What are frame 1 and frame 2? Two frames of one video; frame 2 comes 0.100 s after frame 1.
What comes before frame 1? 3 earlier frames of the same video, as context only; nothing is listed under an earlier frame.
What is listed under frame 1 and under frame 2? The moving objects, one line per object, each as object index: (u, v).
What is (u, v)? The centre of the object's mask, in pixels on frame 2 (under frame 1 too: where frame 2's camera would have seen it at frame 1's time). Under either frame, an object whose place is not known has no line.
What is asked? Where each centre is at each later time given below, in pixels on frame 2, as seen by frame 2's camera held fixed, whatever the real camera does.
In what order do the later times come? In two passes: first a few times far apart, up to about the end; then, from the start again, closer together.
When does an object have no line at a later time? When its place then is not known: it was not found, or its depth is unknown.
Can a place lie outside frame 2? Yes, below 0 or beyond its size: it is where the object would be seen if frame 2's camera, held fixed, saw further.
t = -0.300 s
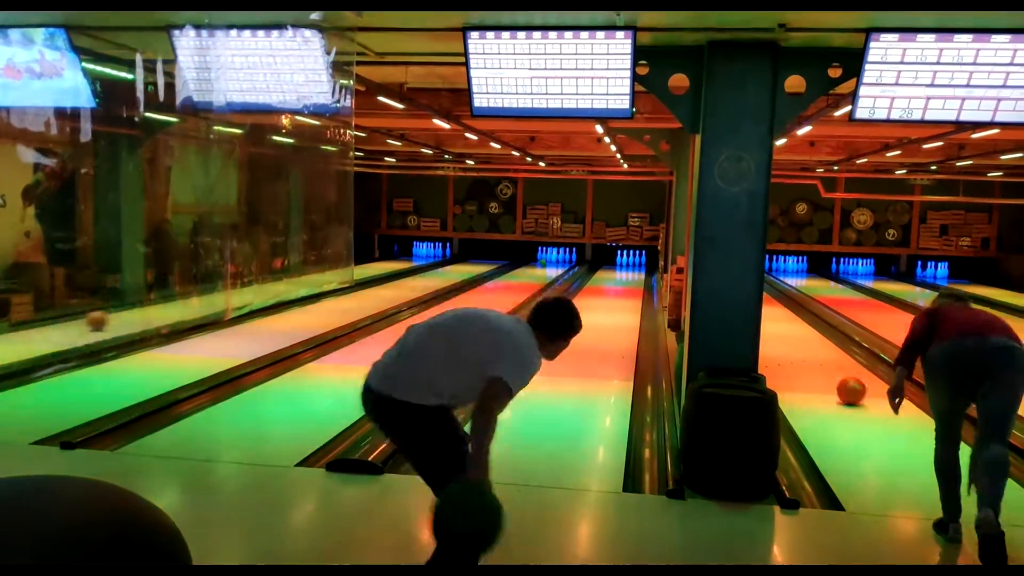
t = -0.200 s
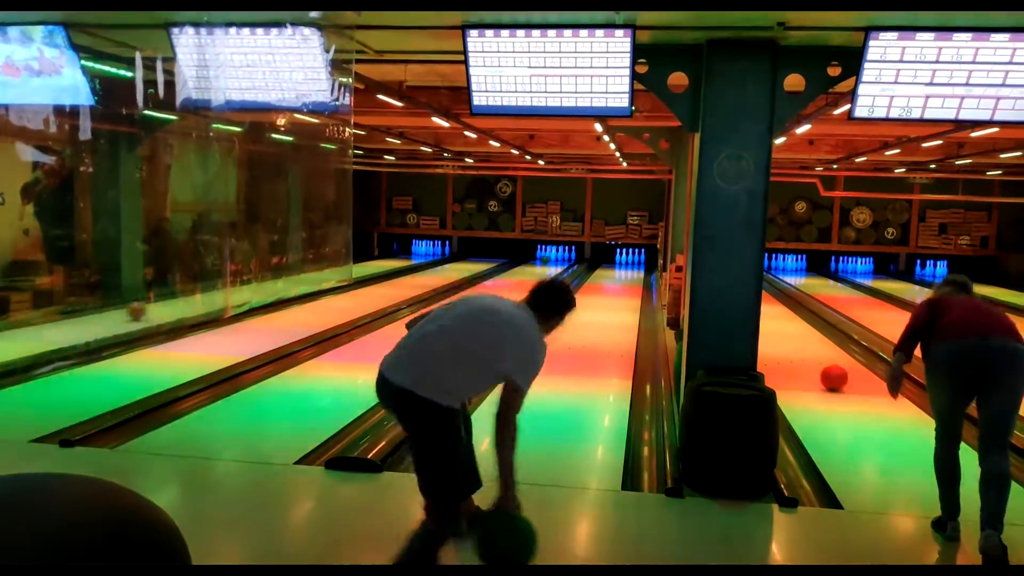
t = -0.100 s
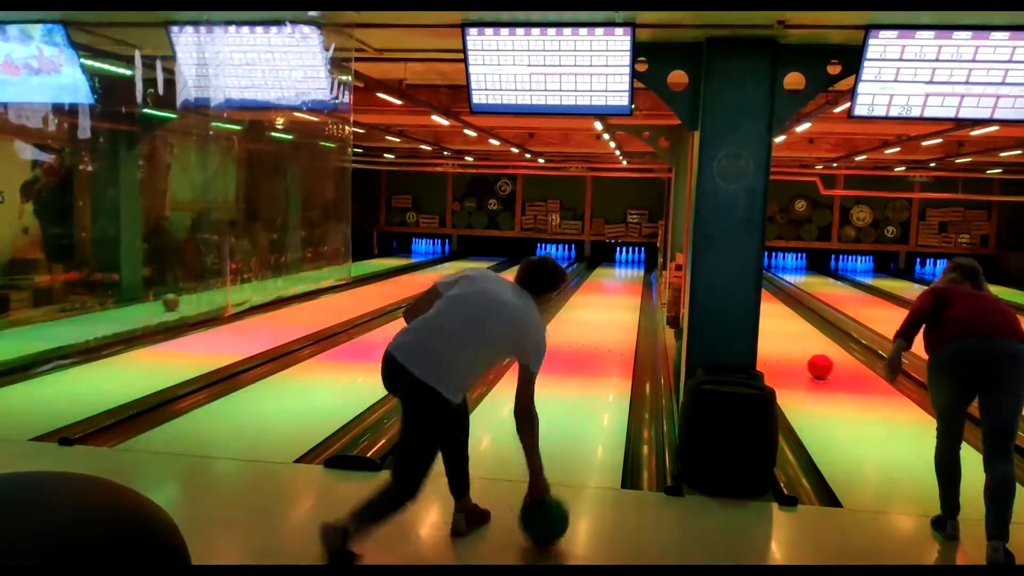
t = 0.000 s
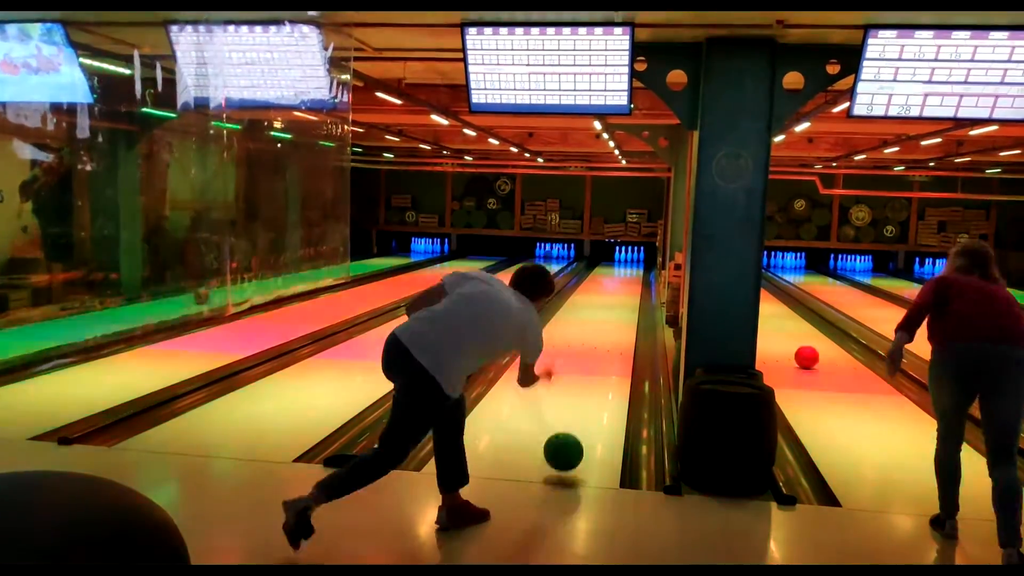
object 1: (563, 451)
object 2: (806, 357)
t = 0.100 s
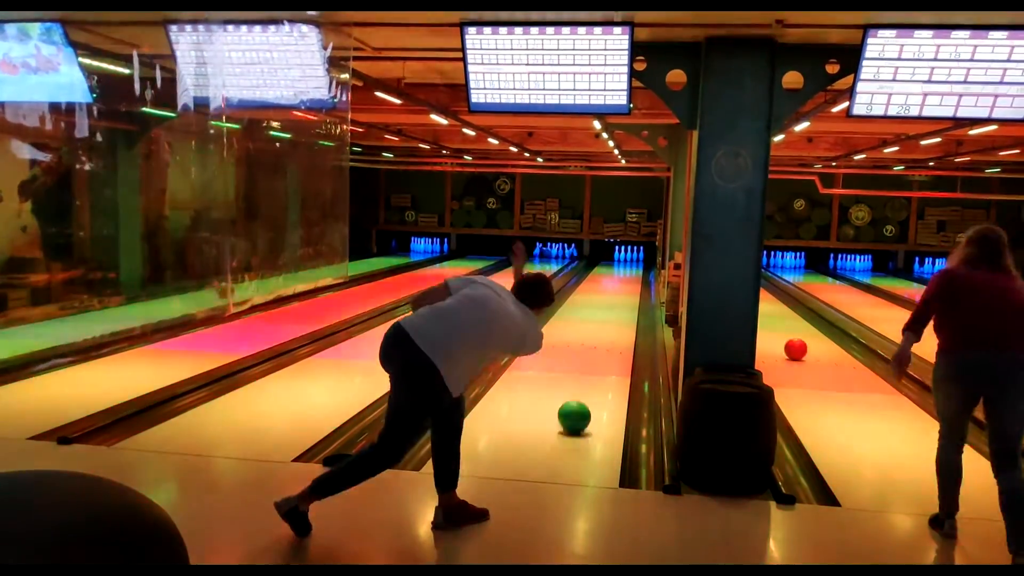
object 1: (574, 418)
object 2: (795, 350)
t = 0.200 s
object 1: (583, 389)
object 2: (786, 344)
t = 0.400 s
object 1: (594, 349)
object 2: (771, 333)
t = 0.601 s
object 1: (601, 324)
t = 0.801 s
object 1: (607, 307)
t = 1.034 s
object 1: (611, 293)
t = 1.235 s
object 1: (614, 284)
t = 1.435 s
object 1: (617, 277)
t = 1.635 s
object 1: (619, 270)
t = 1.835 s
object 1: (620, 265)
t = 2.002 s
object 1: (622, 263)
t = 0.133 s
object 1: (577, 407)
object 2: (792, 348)
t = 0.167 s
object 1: (580, 397)
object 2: (789, 346)
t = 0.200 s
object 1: (583, 389)
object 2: (786, 344)
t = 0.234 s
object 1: (585, 382)
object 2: (784, 342)
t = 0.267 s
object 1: (587, 373)
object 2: (781, 340)
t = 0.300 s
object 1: (589, 366)
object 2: (778, 338)
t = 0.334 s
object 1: (591, 360)
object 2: (775, 336)
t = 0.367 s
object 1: (593, 354)
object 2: (773, 335)
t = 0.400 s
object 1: (594, 349)
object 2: (771, 333)
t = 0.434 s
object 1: (595, 345)
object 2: (769, 331)
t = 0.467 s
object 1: (597, 340)
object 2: (767, 330)
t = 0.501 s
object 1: (598, 335)
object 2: (765, 328)
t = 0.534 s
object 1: (599, 332)
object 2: (764, 327)
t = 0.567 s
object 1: (600, 328)
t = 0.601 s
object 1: (601, 324)
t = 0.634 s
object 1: (602, 321)
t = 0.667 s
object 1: (603, 318)
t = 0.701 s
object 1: (605, 315)
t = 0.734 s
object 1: (605, 312)
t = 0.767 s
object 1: (606, 310)
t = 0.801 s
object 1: (607, 307)
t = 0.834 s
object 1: (608, 306)
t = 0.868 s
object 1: (608, 303)
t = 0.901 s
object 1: (609, 301)
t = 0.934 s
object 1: (610, 299)
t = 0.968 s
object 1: (610, 297)
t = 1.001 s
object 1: (611, 295)
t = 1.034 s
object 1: (611, 293)
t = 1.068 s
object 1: (612, 291)
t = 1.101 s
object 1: (612, 289)
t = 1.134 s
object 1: (613, 288)
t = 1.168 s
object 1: (613, 287)
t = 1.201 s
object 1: (614, 285)
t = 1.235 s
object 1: (614, 284)
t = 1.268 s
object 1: (615, 283)
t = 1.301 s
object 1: (615, 282)
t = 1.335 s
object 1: (616, 280)
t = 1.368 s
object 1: (616, 279)
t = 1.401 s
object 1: (617, 278)
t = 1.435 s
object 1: (617, 277)
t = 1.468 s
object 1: (617, 275)
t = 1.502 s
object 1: (618, 274)
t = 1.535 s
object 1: (618, 273)
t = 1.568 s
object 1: (618, 273)
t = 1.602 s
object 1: (619, 272)
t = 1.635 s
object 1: (619, 270)
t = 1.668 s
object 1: (619, 269)
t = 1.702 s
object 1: (620, 268)
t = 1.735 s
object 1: (620, 268)
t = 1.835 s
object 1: (620, 265)
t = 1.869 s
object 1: (621, 264)
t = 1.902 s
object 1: (621, 264)
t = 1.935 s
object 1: (622, 263)
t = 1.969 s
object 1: (622, 263)
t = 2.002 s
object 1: (622, 263)
